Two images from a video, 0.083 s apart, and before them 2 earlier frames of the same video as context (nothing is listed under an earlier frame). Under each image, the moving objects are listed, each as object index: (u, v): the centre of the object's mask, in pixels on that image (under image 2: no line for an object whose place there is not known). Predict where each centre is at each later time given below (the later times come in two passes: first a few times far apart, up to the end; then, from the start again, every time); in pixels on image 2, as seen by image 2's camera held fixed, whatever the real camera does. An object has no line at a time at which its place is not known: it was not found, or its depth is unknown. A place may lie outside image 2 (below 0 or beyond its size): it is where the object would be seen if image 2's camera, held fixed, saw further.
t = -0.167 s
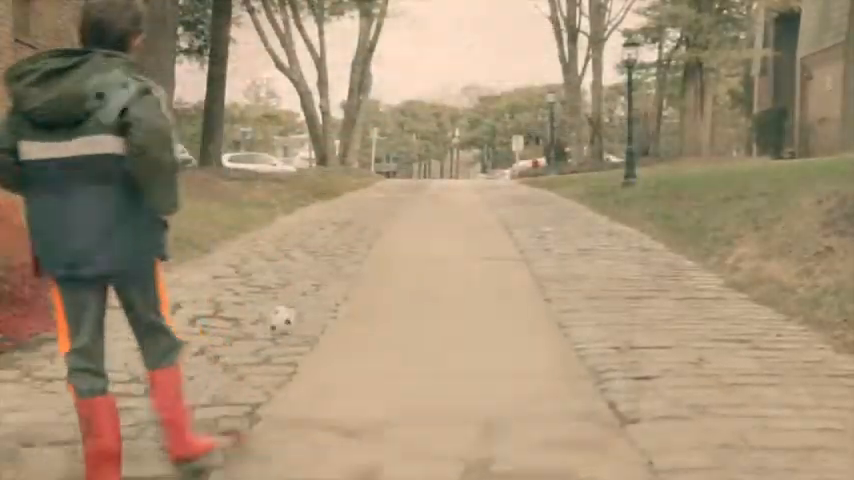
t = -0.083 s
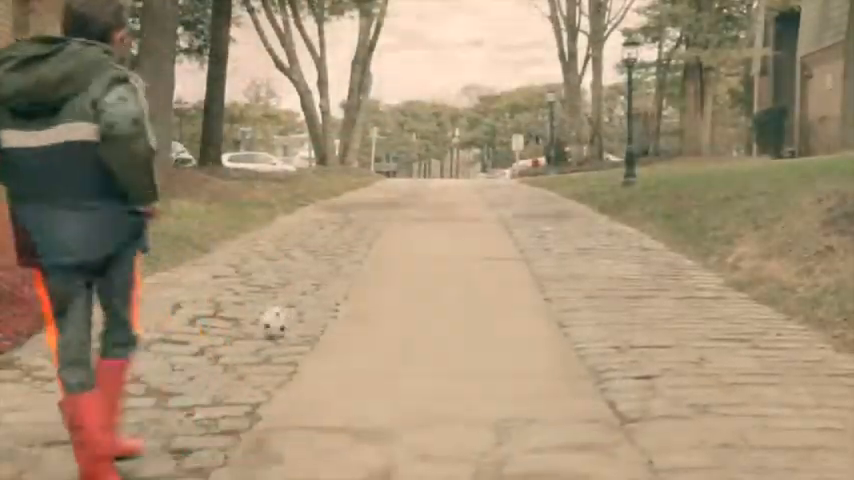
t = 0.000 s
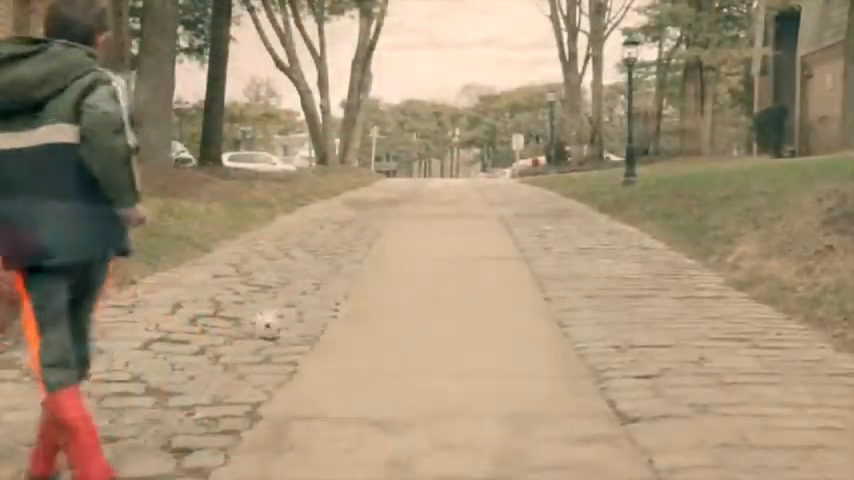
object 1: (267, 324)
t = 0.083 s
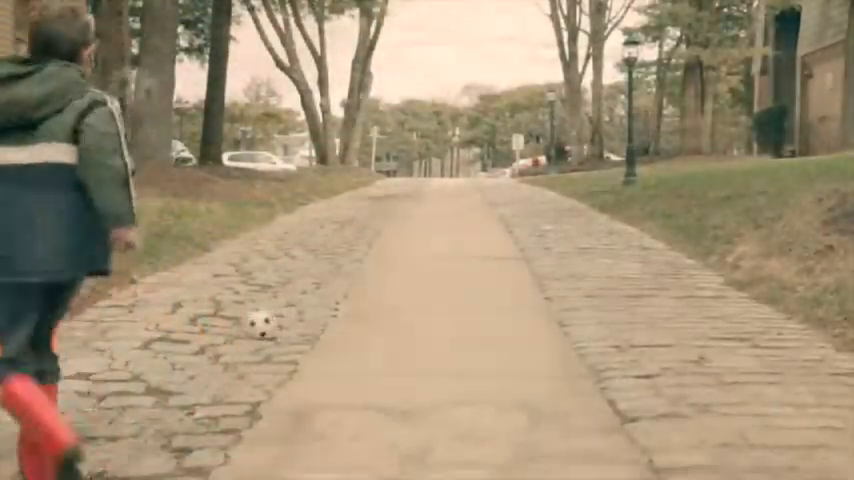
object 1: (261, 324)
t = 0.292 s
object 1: (245, 328)
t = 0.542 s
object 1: (226, 336)
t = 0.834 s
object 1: (206, 343)
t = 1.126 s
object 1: (198, 351)
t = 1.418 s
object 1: (194, 360)
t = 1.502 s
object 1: (191, 362)
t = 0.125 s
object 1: (259, 324)
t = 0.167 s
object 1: (252, 325)
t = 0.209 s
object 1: (251, 326)
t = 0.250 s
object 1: (249, 327)
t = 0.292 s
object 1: (245, 328)
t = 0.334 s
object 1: (242, 332)
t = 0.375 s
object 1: (239, 332)
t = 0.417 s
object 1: (236, 333)
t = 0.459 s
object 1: (233, 333)
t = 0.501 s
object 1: (230, 335)
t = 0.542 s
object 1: (226, 336)
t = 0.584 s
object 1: (222, 337)
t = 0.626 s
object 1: (219, 338)
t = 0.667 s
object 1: (216, 340)
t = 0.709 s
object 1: (212, 340)
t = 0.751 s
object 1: (210, 341)
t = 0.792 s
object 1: (208, 342)
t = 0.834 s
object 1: (206, 343)
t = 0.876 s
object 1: (204, 345)
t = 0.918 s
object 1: (203, 347)
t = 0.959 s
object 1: (203, 348)
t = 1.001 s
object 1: (202, 348)
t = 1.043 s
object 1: (201, 349)
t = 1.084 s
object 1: (200, 349)
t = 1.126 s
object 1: (198, 351)
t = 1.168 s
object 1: (198, 352)
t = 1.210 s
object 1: (197, 353)
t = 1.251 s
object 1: (197, 354)
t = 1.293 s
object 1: (196, 355)
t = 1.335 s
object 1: (196, 358)
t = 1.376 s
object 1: (194, 359)
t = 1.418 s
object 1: (194, 360)
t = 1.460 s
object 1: (193, 361)
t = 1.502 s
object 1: (191, 362)
